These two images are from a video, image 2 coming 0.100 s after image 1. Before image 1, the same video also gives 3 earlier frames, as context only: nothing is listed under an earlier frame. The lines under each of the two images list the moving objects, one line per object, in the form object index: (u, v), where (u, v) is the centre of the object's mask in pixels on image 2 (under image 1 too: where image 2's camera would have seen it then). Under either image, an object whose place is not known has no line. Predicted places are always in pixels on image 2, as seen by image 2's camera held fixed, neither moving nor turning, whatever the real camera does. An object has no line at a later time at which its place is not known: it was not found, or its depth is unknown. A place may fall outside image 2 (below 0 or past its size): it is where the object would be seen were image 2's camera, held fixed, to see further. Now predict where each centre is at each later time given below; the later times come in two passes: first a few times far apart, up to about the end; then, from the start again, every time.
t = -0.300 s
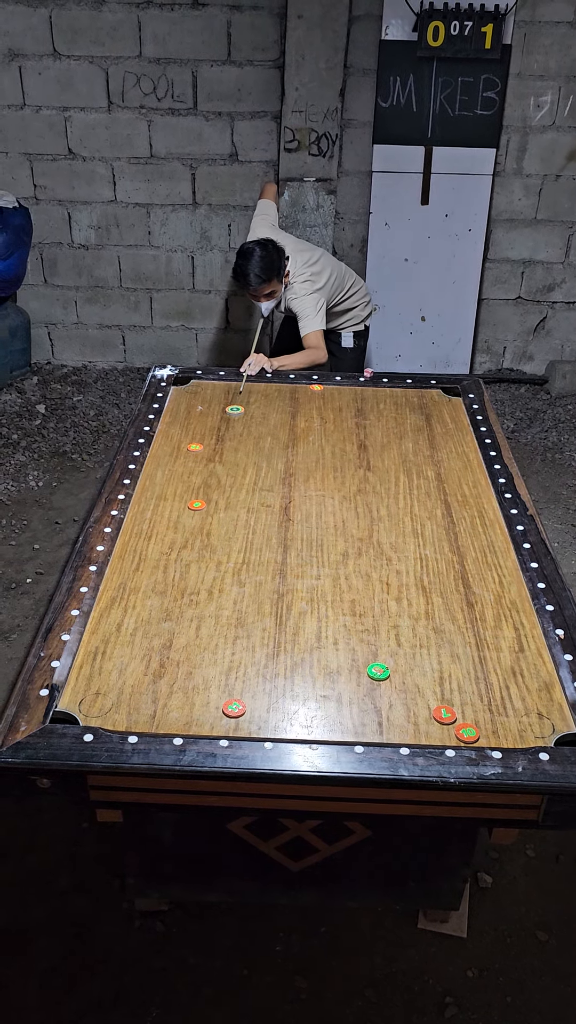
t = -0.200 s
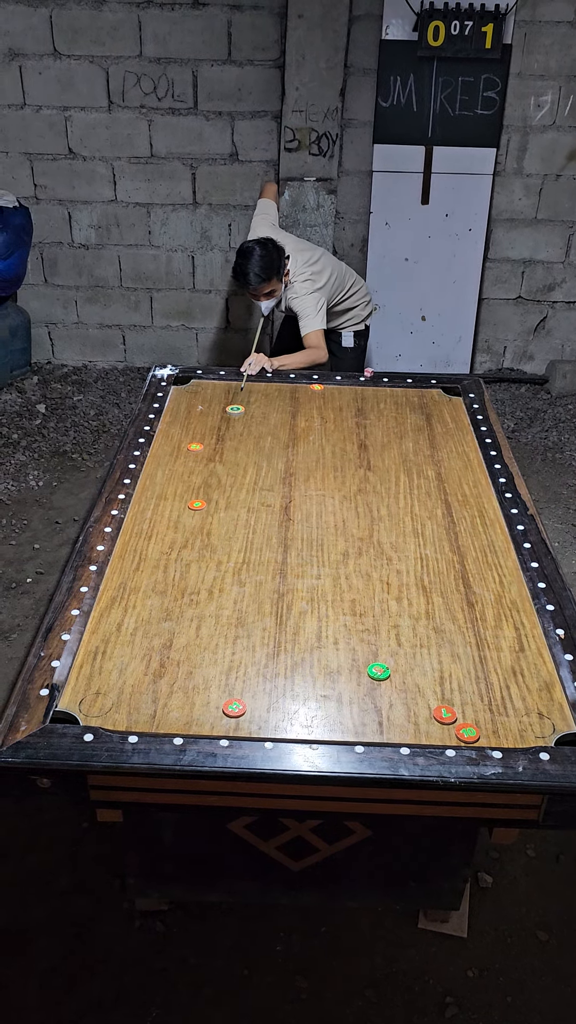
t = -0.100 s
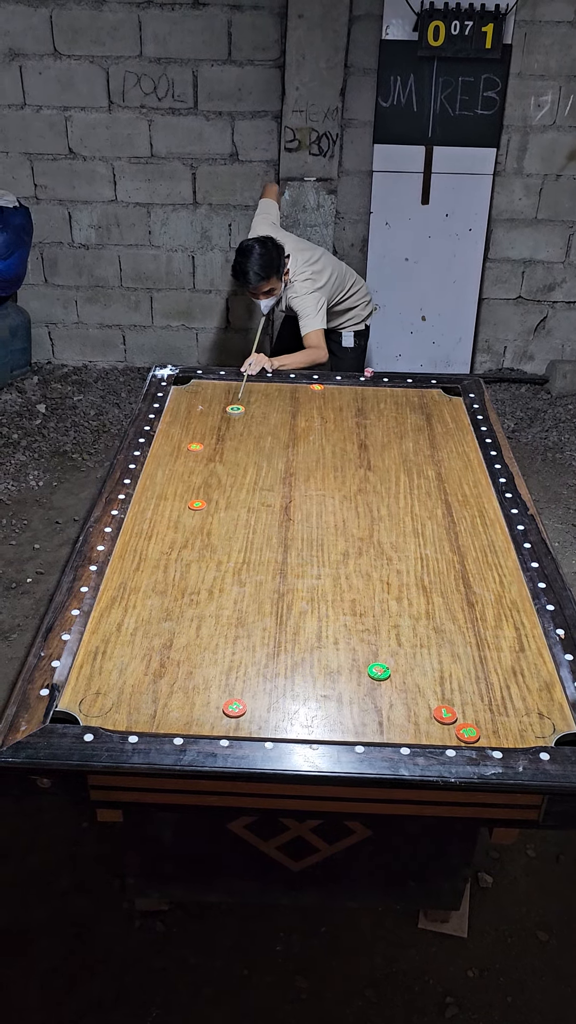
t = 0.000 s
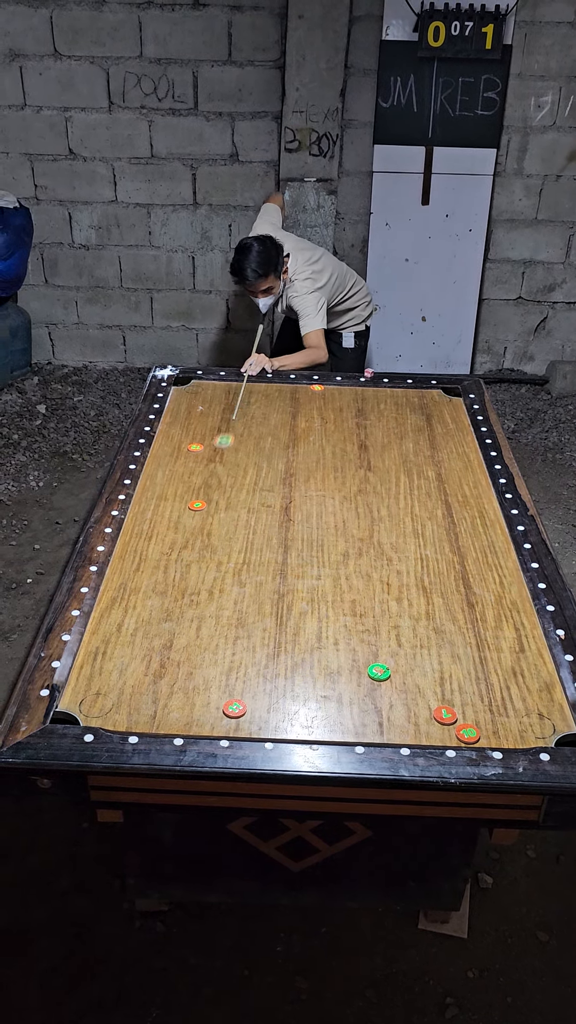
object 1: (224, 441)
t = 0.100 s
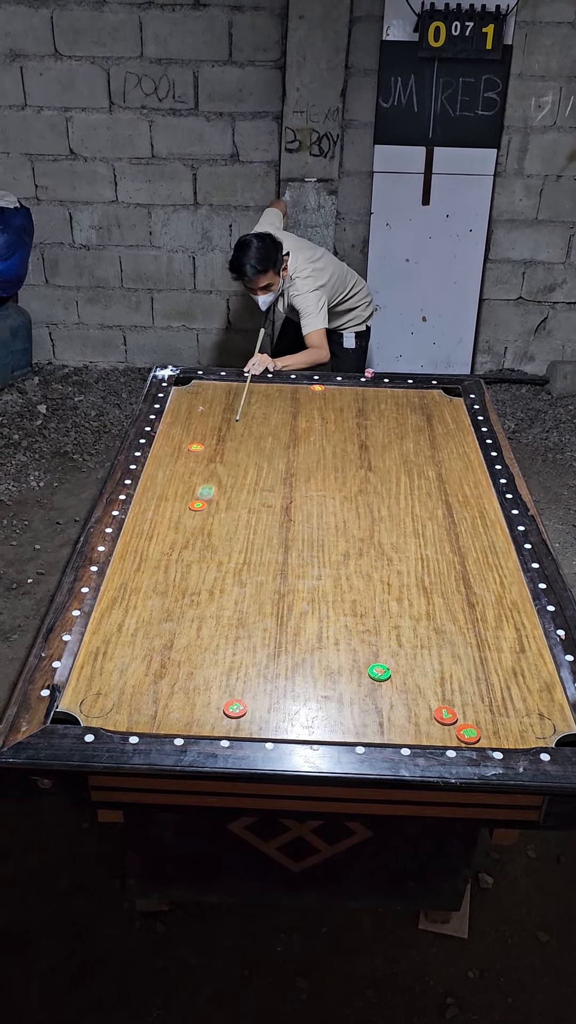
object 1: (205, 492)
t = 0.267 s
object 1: (199, 545)
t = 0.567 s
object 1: (187, 651)
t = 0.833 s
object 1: (186, 706)
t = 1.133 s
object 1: (206, 647)
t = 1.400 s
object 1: (216, 618)
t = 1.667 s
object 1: (219, 610)
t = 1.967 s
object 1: (219, 610)
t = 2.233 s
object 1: (219, 610)
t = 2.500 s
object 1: (219, 610)
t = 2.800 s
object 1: (219, 610)
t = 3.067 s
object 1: (219, 610)
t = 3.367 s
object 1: (219, 609)
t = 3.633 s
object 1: (219, 609)
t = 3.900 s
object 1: (219, 609)
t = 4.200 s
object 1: (219, 609)
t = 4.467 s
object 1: (219, 609)
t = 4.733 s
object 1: (219, 610)
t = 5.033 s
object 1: (219, 610)
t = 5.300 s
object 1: (220, 610)
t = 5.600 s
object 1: (220, 610)
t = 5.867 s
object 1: (219, 610)
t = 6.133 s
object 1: (219, 610)
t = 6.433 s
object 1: (219, 610)
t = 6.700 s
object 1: (219, 609)
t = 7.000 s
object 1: (219, 610)
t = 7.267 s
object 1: (219, 610)
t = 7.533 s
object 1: (219, 610)
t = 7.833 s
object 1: (219, 610)
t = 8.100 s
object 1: (219, 610)
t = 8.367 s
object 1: (219, 609)
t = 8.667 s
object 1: (219, 609)
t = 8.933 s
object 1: (219, 609)
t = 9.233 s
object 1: (219, 610)
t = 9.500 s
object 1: (219, 610)
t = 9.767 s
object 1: (219, 609)
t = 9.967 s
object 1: (219, 609)
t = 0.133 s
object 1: (203, 504)
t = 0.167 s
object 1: (202, 514)
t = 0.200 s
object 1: (201, 525)
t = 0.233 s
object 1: (200, 535)
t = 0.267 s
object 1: (199, 545)
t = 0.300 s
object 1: (198, 556)
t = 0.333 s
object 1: (195, 568)
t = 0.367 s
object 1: (195, 579)
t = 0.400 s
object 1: (193, 591)
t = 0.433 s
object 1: (192, 603)
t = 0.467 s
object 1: (191, 615)
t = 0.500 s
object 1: (190, 627)
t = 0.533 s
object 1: (188, 639)
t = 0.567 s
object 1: (187, 651)
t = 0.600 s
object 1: (186, 664)
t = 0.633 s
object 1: (184, 677)
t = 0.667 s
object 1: (183, 689)
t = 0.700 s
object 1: (182, 702)
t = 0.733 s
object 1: (180, 715)
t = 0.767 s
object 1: (180, 723)
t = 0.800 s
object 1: (183, 715)
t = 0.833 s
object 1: (186, 706)
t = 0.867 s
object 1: (189, 697)
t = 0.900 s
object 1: (191, 690)
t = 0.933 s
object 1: (194, 681)
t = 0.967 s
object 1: (196, 675)
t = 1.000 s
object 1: (198, 669)
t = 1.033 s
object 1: (200, 663)
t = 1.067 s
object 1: (202, 658)
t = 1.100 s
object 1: (204, 652)
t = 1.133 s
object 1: (206, 647)
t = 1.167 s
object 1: (207, 643)
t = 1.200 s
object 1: (209, 638)
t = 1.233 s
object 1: (210, 634)
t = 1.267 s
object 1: (211, 631)
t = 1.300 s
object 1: (213, 627)
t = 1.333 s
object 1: (214, 624)
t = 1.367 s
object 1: (215, 621)
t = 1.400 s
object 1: (216, 618)
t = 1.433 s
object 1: (216, 616)
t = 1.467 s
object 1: (217, 615)
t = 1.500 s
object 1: (218, 614)
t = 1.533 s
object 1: (218, 612)
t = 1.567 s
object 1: (218, 611)
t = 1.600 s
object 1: (219, 611)
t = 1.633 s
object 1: (219, 610)
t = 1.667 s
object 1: (219, 610)
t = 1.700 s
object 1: (219, 610)
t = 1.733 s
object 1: (219, 610)
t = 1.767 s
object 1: (219, 610)
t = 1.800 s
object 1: (219, 610)
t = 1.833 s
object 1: (219, 610)
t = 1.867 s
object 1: (219, 610)
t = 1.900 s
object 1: (219, 610)
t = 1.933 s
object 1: (219, 610)
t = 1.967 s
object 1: (219, 610)
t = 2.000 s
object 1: (219, 610)
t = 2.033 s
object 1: (219, 610)
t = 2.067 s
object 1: (219, 610)
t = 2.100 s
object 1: (219, 610)
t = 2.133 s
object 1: (219, 610)
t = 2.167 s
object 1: (219, 610)
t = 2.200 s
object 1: (219, 610)
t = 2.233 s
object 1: (219, 610)
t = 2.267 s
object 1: (219, 610)
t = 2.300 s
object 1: (219, 610)
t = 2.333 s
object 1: (219, 610)
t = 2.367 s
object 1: (219, 610)
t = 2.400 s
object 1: (219, 610)
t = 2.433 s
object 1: (219, 610)
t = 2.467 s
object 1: (219, 609)
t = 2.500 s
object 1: (219, 610)
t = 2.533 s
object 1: (219, 610)
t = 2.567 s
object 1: (219, 610)
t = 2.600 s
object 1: (219, 609)
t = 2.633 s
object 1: (219, 609)
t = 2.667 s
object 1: (219, 609)
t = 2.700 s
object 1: (219, 609)
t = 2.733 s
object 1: (219, 609)
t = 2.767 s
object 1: (219, 609)
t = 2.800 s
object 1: (219, 610)
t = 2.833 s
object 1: (219, 610)
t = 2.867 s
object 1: (219, 609)
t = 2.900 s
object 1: (219, 609)
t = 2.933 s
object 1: (219, 609)
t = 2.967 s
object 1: (219, 610)
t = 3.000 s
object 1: (219, 610)
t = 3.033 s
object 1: (219, 610)
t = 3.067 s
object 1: (219, 610)
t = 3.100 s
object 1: (219, 609)
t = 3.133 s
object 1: (219, 609)
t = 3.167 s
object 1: (219, 610)
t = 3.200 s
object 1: (219, 610)
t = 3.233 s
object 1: (219, 609)
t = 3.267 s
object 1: (219, 609)
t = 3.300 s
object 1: (219, 609)
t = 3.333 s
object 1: (219, 609)
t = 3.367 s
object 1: (219, 609)
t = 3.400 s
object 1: (219, 610)
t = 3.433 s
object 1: (219, 610)
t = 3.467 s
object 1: (219, 610)
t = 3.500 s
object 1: (219, 610)
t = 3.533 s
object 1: (219, 610)
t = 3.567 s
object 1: (219, 610)
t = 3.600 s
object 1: (219, 610)
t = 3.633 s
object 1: (219, 609)
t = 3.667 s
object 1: (219, 609)
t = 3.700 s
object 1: (219, 609)
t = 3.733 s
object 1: (219, 609)
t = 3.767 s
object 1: (219, 609)
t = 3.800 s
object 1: (219, 609)
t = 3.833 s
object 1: (219, 609)
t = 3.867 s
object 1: (219, 609)
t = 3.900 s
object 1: (219, 609)
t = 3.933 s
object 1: (219, 609)
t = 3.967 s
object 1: (219, 609)
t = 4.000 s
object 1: (219, 609)
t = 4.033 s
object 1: (219, 609)
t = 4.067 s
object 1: (219, 609)
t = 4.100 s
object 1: (219, 609)
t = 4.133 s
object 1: (219, 609)
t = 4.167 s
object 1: (219, 609)
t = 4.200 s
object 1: (219, 609)
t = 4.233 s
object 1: (219, 609)
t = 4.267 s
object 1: (219, 610)
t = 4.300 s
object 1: (219, 610)
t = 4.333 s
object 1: (219, 609)
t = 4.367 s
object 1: (219, 609)
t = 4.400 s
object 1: (219, 609)
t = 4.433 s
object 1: (219, 609)
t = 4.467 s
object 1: (219, 609)
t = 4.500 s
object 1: (219, 609)
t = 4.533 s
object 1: (219, 609)
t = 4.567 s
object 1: (219, 609)
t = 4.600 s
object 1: (219, 609)
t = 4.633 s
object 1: (219, 609)
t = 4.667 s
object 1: (219, 609)
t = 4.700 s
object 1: (219, 610)
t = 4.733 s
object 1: (219, 610)
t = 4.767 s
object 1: (219, 610)
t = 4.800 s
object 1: (219, 610)
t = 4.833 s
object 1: (219, 610)
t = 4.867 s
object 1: (219, 610)
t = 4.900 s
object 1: (219, 610)
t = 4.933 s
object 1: (219, 610)
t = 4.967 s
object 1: (219, 610)
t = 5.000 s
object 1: (219, 610)
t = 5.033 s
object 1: (219, 610)
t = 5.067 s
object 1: (219, 610)
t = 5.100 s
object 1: (219, 610)
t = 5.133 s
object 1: (219, 609)
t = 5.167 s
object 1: (219, 610)
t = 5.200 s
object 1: (219, 609)
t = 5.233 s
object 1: (219, 610)
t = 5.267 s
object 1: (219, 610)
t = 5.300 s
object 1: (220, 610)
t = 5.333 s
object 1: (220, 610)
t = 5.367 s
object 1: (221, 610)
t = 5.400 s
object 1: (221, 610)
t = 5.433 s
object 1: (220, 610)
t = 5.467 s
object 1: (220, 610)
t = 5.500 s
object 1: (220, 610)
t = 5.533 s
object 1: (220, 610)
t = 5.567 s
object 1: (220, 610)
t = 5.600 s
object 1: (220, 610)
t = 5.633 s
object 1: (220, 610)
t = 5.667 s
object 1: (220, 610)
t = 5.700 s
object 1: (220, 610)
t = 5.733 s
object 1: (219, 610)
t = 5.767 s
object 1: (219, 610)
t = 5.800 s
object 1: (219, 610)
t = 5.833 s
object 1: (219, 610)
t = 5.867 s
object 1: (219, 610)
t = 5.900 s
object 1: (219, 610)
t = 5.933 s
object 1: (219, 610)
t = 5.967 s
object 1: (219, 610)
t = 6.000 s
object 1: (219, 610)
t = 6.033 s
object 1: (219, 610)
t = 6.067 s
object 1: (219, 610)
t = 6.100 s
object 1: (219, 610)
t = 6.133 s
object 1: (219, 610)
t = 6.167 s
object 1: (219, 610)
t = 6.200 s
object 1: (219, 610)
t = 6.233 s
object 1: (219, 610)
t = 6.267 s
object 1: (219, 610)
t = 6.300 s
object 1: (219, 610)
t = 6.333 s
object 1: (219, 610)
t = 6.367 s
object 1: (219, 610)
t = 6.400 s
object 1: (219, 610)
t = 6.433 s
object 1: (219, 610)
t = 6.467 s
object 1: (219, 610)
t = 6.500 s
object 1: (219, 610)
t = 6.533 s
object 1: (219, 610)
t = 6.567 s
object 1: (219, 610)
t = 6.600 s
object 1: (219, 610)
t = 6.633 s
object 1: (219, 610)
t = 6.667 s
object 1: (219, 610)
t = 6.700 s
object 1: (219, 609)
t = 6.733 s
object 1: (219, 610)
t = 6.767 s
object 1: (219, 610)
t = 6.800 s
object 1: (219, 610)
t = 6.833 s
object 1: (219, 610)
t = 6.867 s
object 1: (219, 610)
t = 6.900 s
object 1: (219, 610)
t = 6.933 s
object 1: (219, 610)
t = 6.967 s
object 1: (219, 610)
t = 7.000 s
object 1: (219, 610)
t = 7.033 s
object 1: (219, 610)
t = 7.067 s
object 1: (219, 610)
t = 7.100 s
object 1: (219, 610)
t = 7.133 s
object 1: (219, 610)
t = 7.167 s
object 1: (219, 609)
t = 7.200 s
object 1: (219, 610)
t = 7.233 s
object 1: (219, 610)
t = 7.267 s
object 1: (219, 610)
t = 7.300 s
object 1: (219, 609)
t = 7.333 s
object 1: (219, 610)
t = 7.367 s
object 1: (219, 610)
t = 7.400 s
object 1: (219, 610)
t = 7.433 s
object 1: (219, 610)
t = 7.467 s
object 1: (219, 610)
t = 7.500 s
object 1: (219, 610)
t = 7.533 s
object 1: (219, 610)
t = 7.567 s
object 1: (219, 610)
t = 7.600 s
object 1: (219, 610)
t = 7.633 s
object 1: (219, 610)
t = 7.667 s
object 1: (219, 610)
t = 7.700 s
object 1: (219, 610)
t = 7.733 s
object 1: (219, 610)
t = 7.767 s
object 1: (219, 610)
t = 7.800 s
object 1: (219, 610)
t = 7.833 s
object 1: (219, 610)
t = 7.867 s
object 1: (219, 609)
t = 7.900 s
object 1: (219, 609)
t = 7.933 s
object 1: (219, 610)
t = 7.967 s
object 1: (219, 610)
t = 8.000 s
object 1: (219, 609)
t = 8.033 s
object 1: (219, 610)
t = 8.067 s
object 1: (219, 610)
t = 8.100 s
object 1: (219, 610)
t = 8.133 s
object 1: (219, 609)
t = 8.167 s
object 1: (219, 609)
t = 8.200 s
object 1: (219, 609)
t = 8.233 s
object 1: (219, 609)
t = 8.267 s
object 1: (219, 609)
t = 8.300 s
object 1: (219, 609)
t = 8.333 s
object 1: (219, 609)
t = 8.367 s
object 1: (219, 609)
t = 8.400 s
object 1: (219, 609)
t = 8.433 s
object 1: (219, 609)
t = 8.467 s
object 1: (219, 609)
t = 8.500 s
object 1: (219, 609)
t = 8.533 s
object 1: (219, 609)
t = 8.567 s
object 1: (219, 609)
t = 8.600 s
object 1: (219, 609)
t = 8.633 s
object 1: (219, 609)
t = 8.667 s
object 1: (219, 609)
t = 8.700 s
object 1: (219, 610)
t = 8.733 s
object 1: (219, 610)
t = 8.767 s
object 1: (219, 609)
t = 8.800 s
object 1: (219, 609)
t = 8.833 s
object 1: (219, 610)
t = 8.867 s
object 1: (219, 610)
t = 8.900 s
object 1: (219, 609)
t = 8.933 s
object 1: (219, 609)
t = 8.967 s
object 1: (219, 609)
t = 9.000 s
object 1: (219, 610)
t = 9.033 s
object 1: (219, 610)
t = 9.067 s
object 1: (219, 610)
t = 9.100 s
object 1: (219, 610)
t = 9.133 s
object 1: (219, 610)
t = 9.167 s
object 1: (219, 610)
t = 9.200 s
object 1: (219, 610)
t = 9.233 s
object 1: (219, 610)
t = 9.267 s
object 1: (219, 610)
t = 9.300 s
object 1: (219, 610)
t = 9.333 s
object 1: (219, 610)
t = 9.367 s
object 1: (219, 609)
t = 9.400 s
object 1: (219, 609)
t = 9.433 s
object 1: (219, 610)
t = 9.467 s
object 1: (219, 610)
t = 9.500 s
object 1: (219, 610)
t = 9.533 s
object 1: (219, 609)
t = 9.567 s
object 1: (219, 609)
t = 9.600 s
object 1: (219, 609)
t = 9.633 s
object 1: (219, 609)
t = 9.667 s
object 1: (219, 609)
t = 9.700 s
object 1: (219, 609)
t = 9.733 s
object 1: (219, 609)
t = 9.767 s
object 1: (219, 609)
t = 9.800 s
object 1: (219, 609)
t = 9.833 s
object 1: (219, 609)
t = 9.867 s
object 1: (219, 609)
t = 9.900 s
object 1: (219, 609)
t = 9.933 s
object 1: (219, 609)
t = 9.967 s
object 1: (219, 609)
